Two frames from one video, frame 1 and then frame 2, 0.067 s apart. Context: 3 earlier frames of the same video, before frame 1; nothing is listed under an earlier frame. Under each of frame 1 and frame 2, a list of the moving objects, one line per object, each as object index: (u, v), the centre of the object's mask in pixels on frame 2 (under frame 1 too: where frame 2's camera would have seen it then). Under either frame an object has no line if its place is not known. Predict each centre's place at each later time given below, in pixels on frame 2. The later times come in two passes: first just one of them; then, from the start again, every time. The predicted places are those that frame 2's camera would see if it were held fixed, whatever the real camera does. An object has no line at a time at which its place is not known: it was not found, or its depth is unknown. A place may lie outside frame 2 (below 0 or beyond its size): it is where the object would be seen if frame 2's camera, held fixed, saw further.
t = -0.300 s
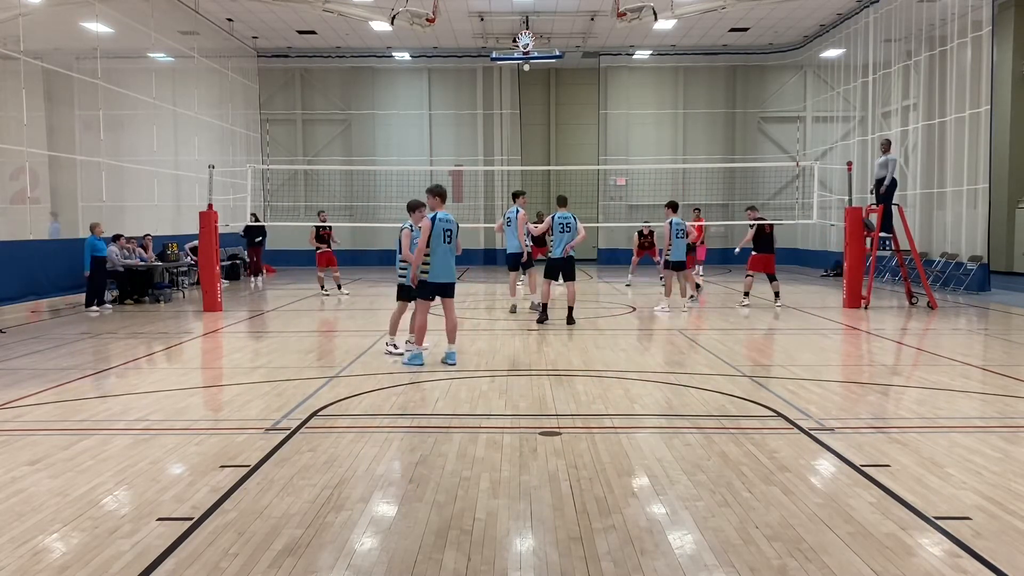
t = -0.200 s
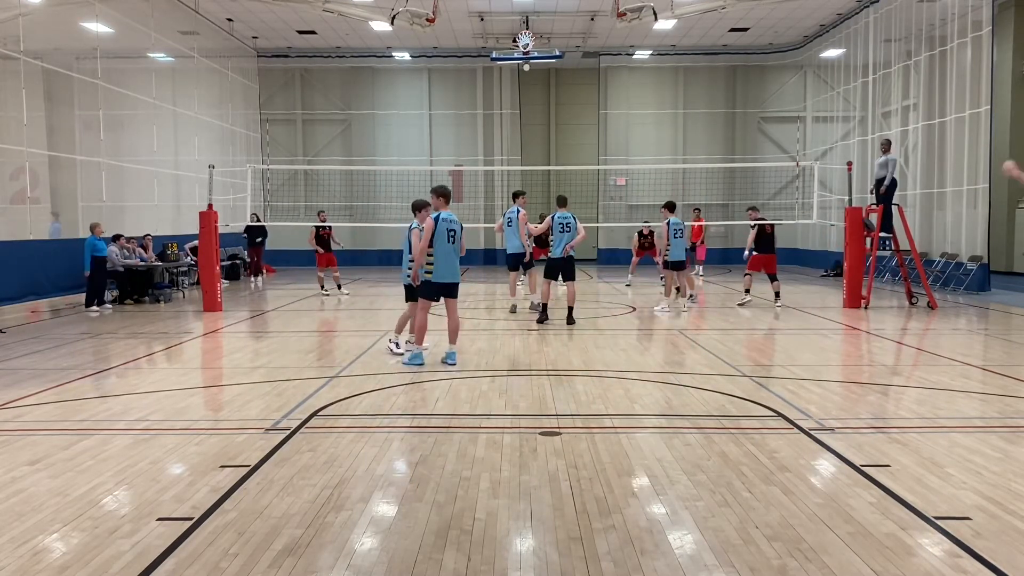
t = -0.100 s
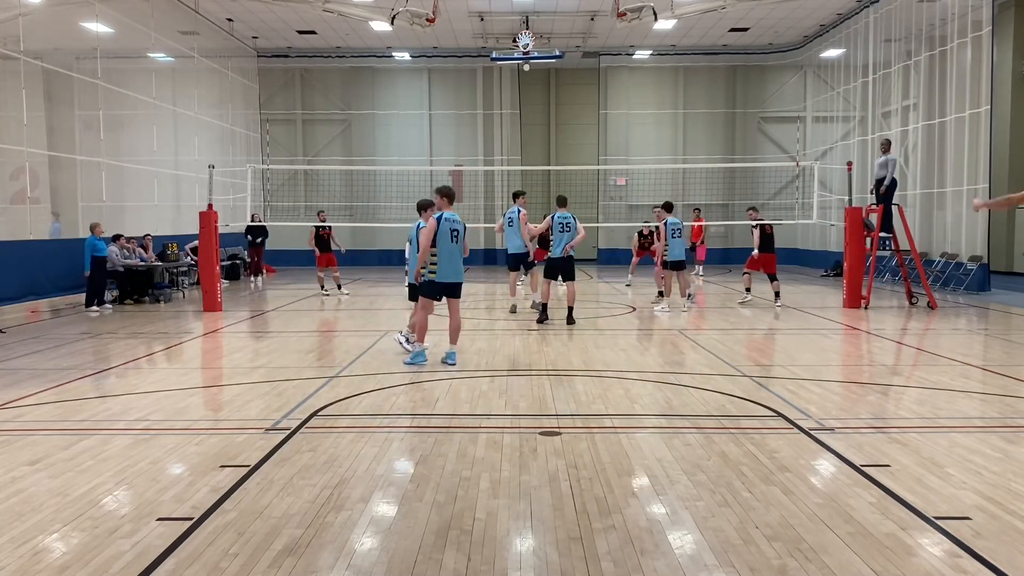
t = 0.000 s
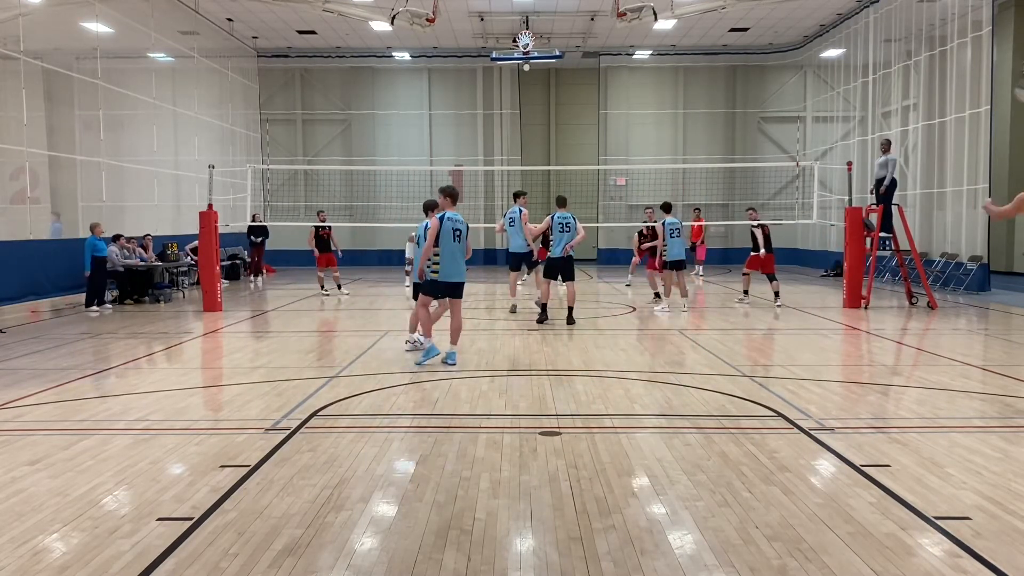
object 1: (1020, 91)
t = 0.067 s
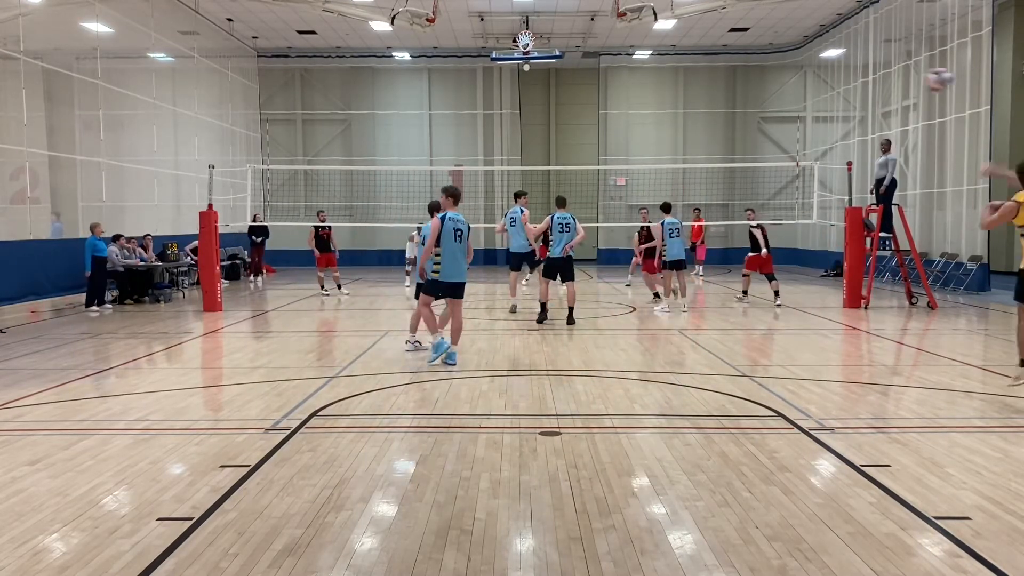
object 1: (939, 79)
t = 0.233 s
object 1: (779, 70)
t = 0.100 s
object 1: (898, 76)
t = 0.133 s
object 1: (862, 73)
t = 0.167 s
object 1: (831, 72)
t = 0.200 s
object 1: (803, 70)
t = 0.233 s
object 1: (779, 70)
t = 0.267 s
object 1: (758, 72)
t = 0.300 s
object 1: (739, 75)
